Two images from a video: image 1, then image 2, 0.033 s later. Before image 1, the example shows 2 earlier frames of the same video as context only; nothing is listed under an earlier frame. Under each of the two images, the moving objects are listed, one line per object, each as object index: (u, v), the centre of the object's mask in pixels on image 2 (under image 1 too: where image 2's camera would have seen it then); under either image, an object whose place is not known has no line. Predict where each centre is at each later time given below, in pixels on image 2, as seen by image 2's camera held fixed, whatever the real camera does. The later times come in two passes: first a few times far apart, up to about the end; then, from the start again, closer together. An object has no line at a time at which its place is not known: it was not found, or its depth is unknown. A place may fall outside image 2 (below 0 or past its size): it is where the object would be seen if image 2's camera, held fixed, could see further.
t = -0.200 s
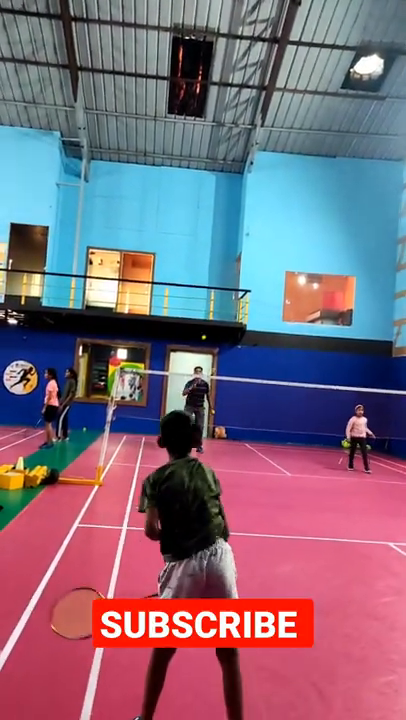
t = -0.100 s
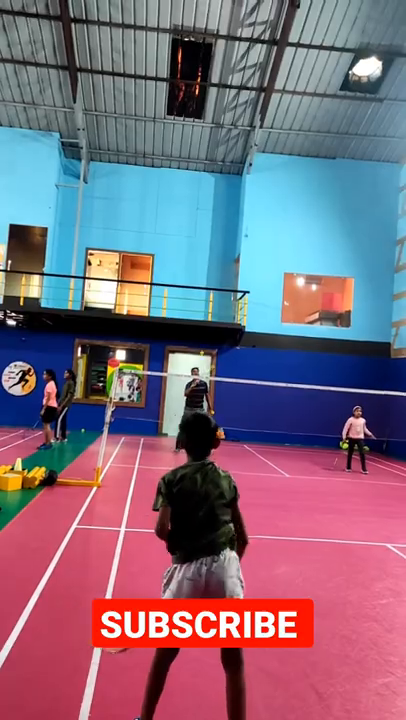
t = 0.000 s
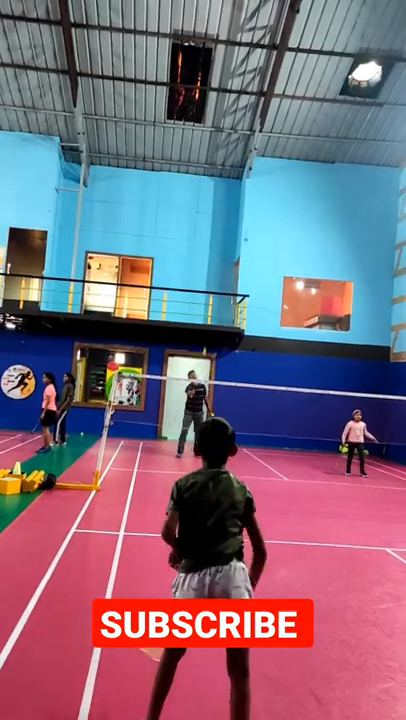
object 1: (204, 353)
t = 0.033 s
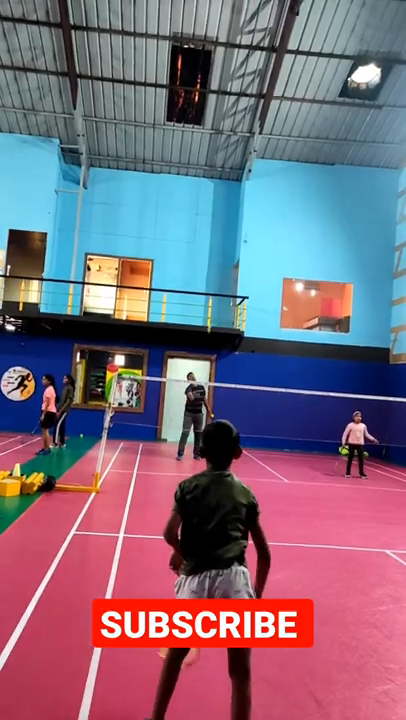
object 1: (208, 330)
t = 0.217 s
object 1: (227, 232)
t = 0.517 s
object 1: (252, 124)
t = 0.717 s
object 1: (267, 89)
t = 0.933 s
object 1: (278, 101)
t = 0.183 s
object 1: (223, 248)
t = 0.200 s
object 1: (225, 240)
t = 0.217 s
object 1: (227, 232)
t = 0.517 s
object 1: (252, 124)
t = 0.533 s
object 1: (254, 119)
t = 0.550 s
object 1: (255, 116)
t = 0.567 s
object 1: (256, 112)
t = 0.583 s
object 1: (257, 108)
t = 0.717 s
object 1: (267, 89)
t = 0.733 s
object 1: (268, 88)
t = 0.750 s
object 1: (269, 87)
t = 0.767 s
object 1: (270, 86)
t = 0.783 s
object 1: (271, 86)
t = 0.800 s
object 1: (271, 86)
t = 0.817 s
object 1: (273, 86)
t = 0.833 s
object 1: (273, 87)
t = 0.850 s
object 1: (274, 89)
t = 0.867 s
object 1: (275, 91)
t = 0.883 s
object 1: (276, 92)
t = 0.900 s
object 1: (276, 95)
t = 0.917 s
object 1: (277, 98)
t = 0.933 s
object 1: (278, 101)
